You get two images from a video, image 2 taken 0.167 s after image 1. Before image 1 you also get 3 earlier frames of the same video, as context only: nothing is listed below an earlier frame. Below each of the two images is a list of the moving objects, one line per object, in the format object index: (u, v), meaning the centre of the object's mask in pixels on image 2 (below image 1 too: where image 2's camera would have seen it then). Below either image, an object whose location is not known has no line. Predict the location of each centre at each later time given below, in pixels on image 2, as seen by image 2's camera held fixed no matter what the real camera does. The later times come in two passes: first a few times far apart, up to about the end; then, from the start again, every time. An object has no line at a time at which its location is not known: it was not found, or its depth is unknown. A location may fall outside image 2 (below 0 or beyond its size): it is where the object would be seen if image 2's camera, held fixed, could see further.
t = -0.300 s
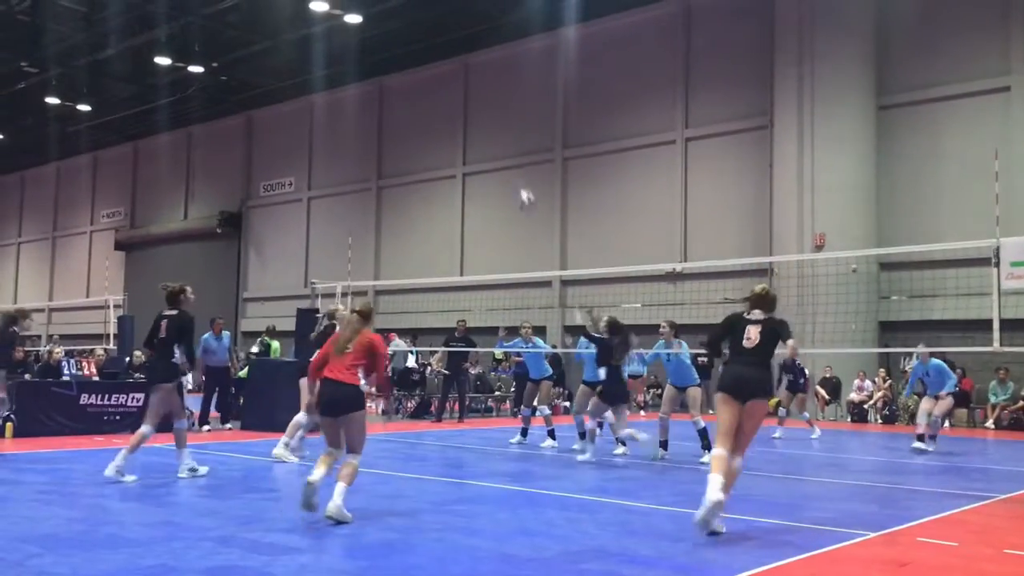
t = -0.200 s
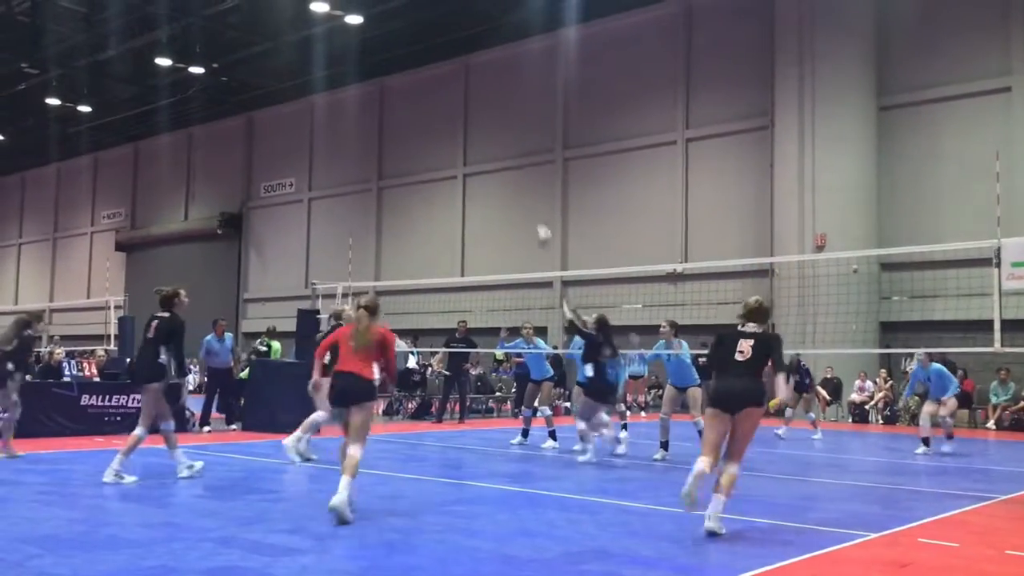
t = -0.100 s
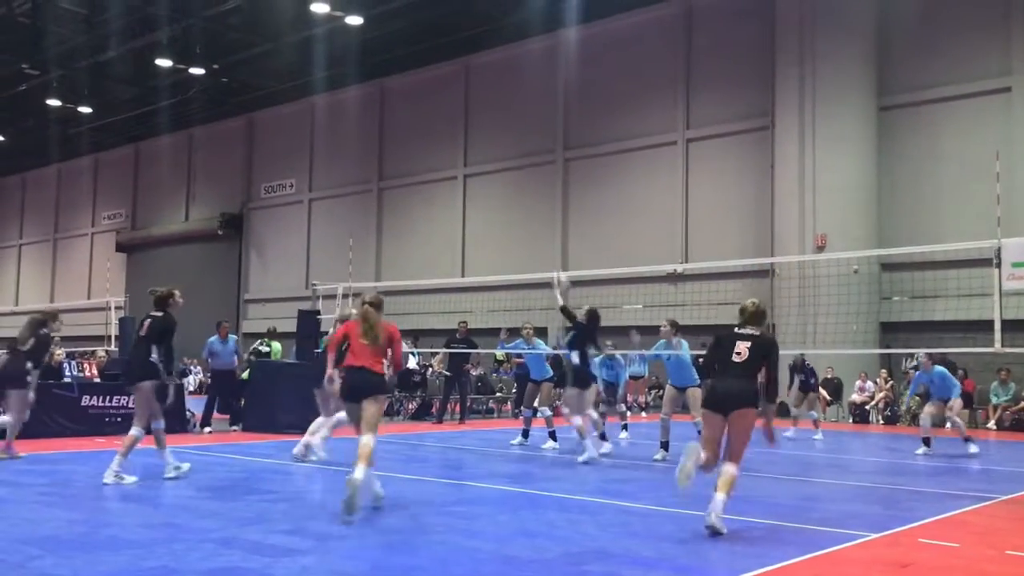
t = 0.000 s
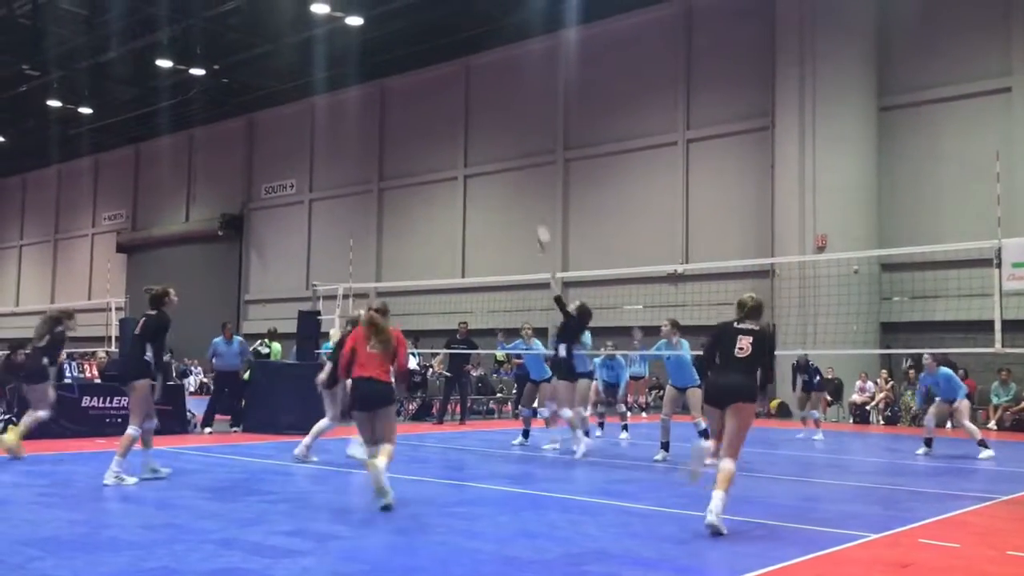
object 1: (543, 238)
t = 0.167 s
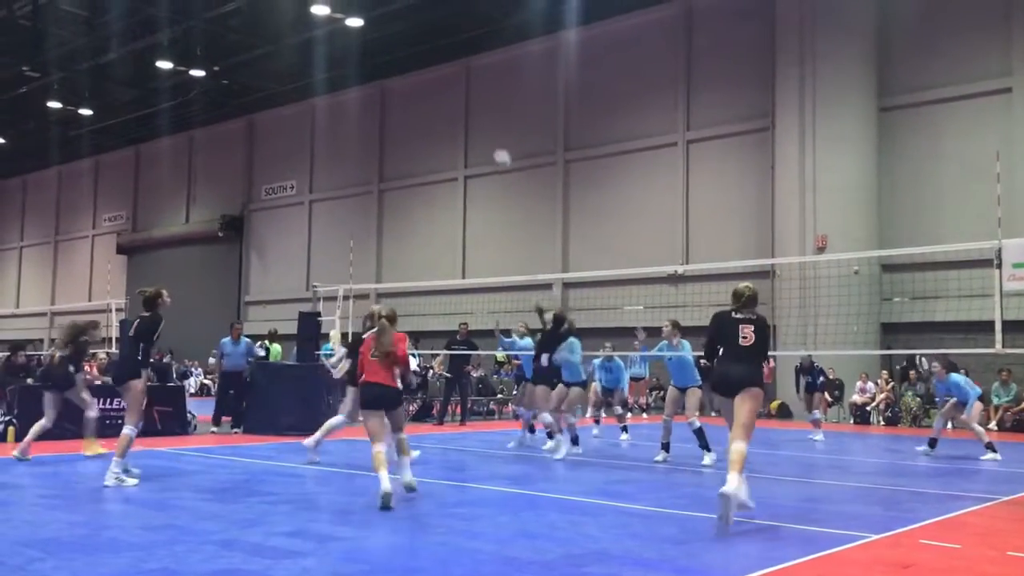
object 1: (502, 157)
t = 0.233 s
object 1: (486, 134)
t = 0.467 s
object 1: (433, 81)
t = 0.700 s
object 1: (383, 73)
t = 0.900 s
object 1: (343, 95)
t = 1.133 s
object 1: (297, 159)
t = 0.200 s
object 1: (494, 145)
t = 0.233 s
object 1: (486, 134)
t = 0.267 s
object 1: (478, 124)
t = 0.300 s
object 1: (471, 116)
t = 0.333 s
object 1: (463, 108)
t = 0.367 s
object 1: (456, 99)
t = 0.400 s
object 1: (448, 93)
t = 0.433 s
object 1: (441, 87)
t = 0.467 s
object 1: (433, 81)
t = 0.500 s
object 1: (426, 78)
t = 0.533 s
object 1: (419, 75)
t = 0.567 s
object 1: (411, 73)
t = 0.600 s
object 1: (404, 71)
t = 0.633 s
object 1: (398, 71)
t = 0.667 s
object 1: (391, 71)
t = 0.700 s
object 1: (383, 73)
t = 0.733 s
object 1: (377, 75)
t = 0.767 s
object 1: (370, 78)
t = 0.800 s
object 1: (363, 81)
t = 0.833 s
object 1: (356, 85)
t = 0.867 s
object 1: (349, 89)
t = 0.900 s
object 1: (343, 95)
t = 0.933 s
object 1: (336, 102)
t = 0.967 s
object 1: (329, 110)
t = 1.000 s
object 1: (323, 118)
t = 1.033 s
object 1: (316, 127)
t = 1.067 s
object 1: (310, 137)
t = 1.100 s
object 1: (303, 147)
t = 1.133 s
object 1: (297, 159)
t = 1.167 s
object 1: (291, 170)
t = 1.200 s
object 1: (286, 183)
